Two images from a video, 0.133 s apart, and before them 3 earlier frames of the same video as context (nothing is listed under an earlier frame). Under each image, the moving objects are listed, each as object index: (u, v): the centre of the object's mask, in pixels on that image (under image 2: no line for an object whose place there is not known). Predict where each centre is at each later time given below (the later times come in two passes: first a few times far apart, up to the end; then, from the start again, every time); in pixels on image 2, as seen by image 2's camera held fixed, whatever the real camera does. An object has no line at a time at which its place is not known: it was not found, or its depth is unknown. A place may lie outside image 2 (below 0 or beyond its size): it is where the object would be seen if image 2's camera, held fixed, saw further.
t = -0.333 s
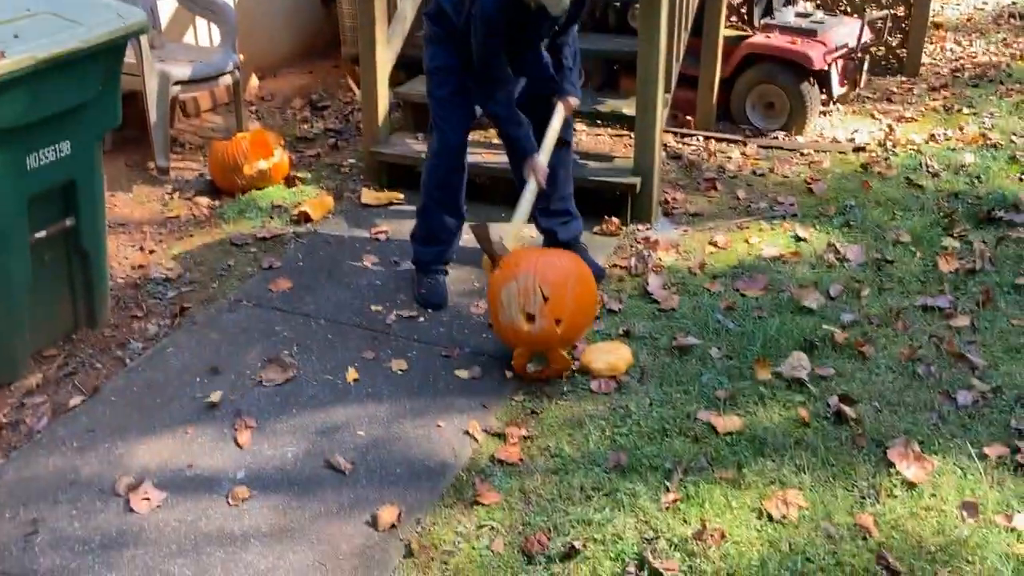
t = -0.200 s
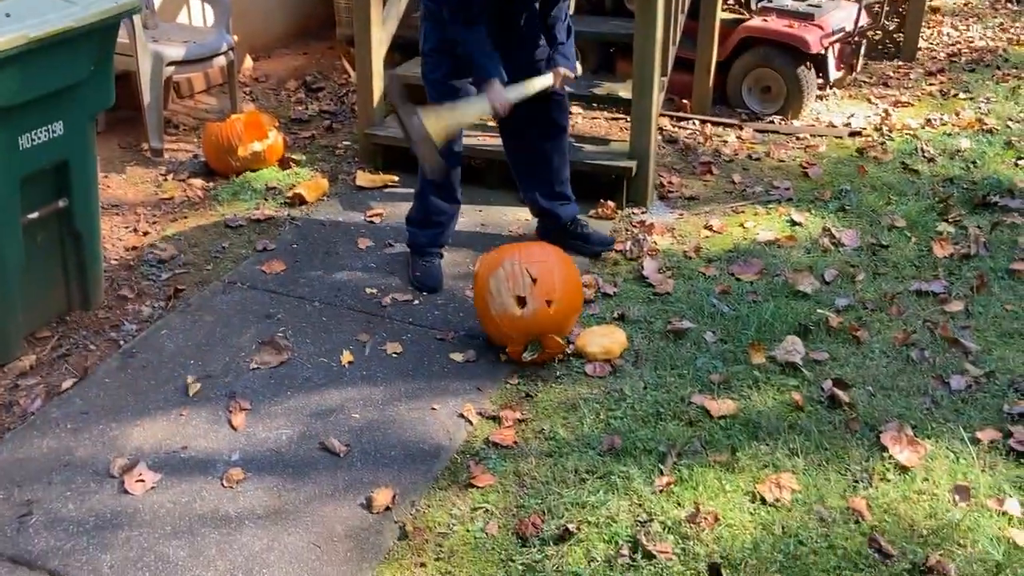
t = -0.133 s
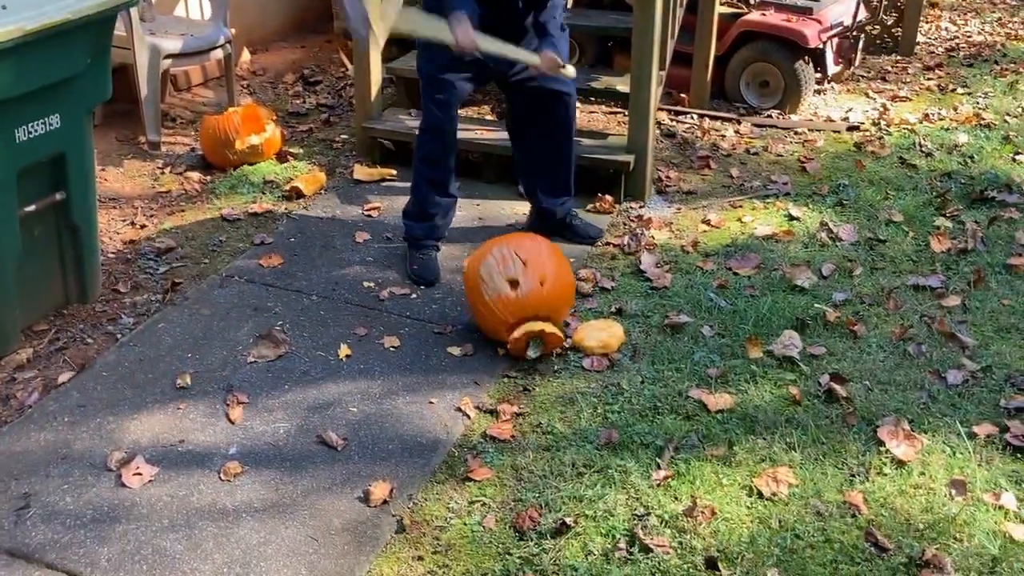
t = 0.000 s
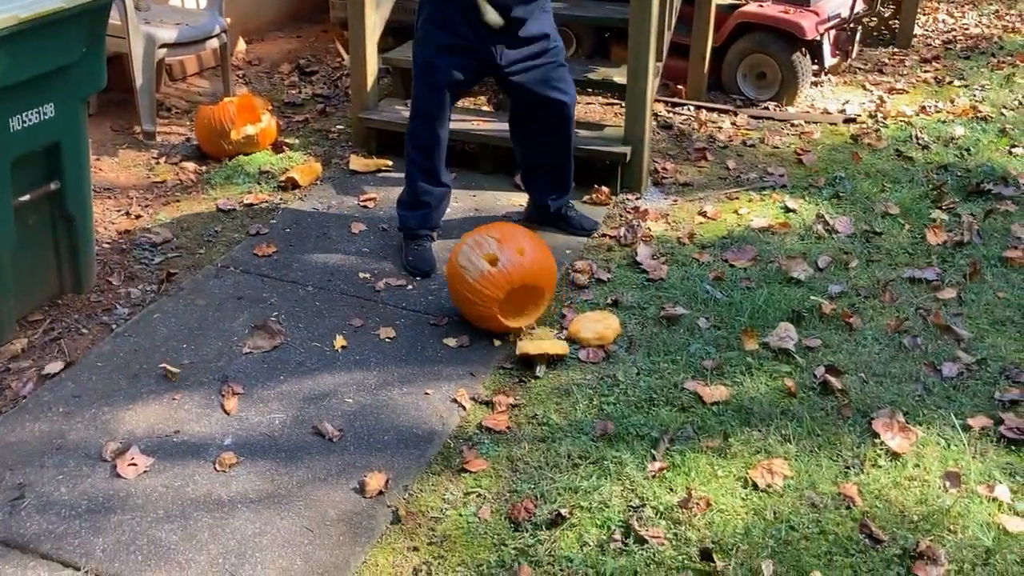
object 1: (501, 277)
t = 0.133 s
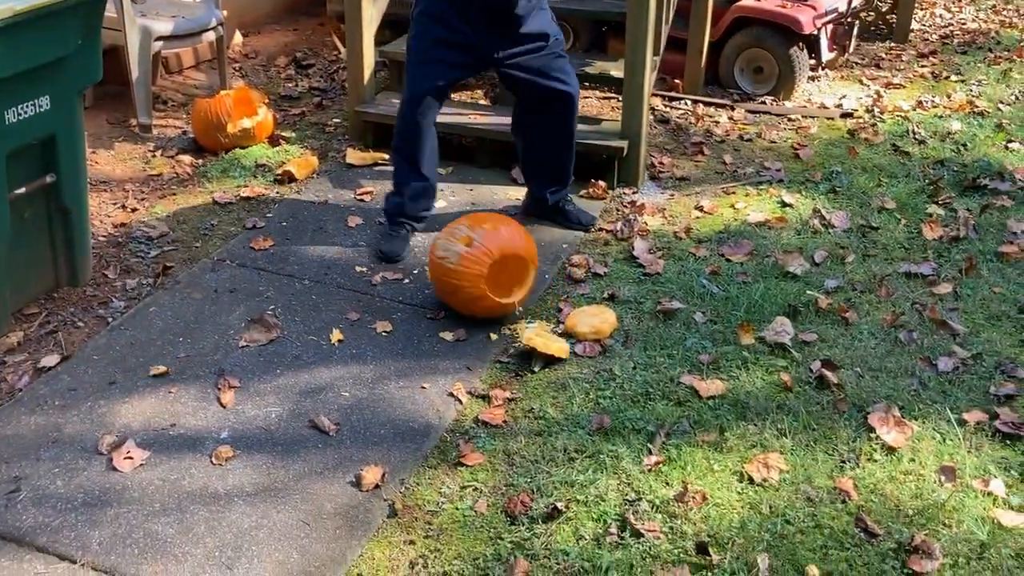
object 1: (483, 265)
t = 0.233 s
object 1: (473, 260)
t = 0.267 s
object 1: (471, 259)
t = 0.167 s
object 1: (480, 264)
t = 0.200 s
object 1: (477, 262)
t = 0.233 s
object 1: (473, 260)
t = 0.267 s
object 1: (471, 259)
